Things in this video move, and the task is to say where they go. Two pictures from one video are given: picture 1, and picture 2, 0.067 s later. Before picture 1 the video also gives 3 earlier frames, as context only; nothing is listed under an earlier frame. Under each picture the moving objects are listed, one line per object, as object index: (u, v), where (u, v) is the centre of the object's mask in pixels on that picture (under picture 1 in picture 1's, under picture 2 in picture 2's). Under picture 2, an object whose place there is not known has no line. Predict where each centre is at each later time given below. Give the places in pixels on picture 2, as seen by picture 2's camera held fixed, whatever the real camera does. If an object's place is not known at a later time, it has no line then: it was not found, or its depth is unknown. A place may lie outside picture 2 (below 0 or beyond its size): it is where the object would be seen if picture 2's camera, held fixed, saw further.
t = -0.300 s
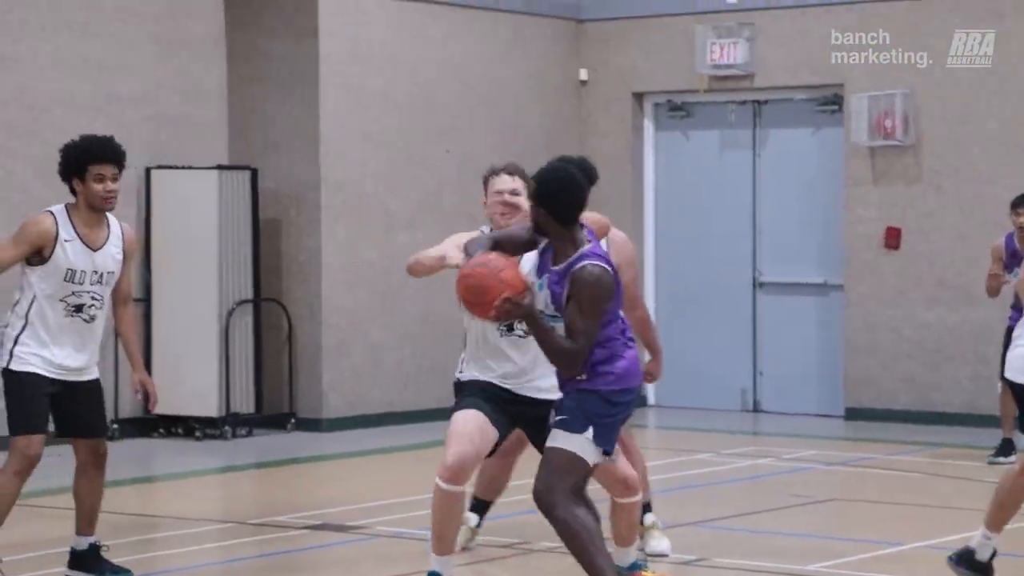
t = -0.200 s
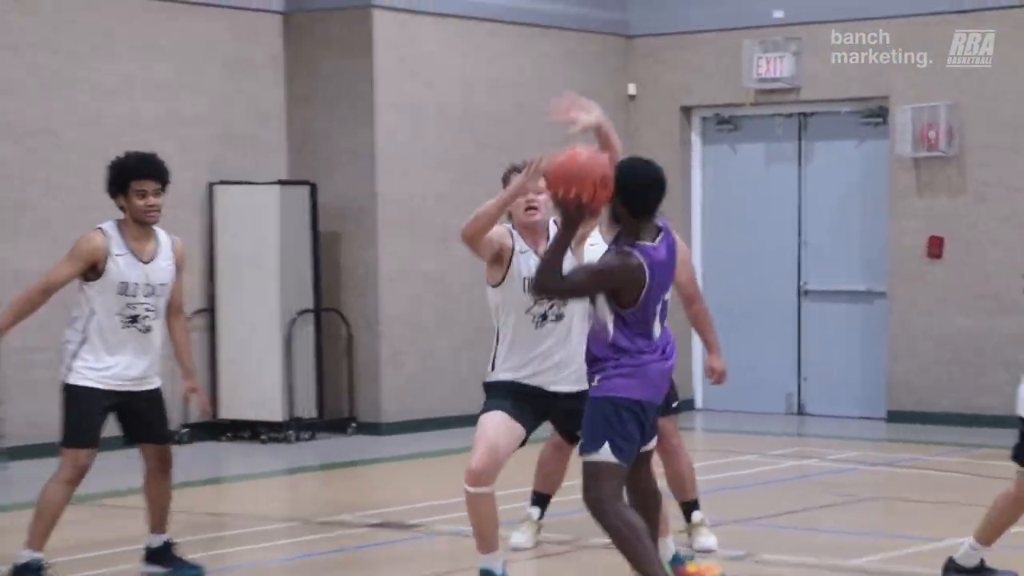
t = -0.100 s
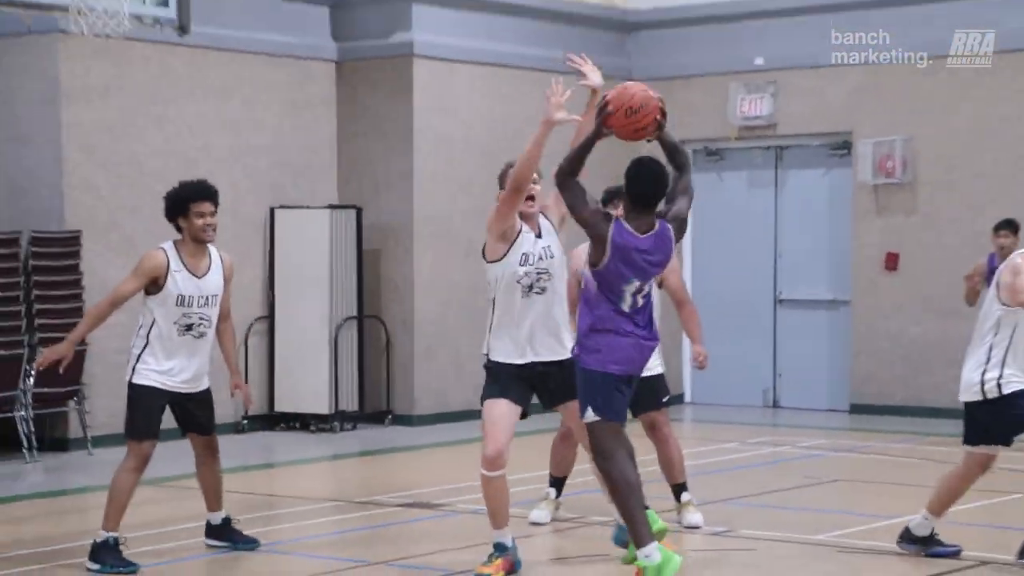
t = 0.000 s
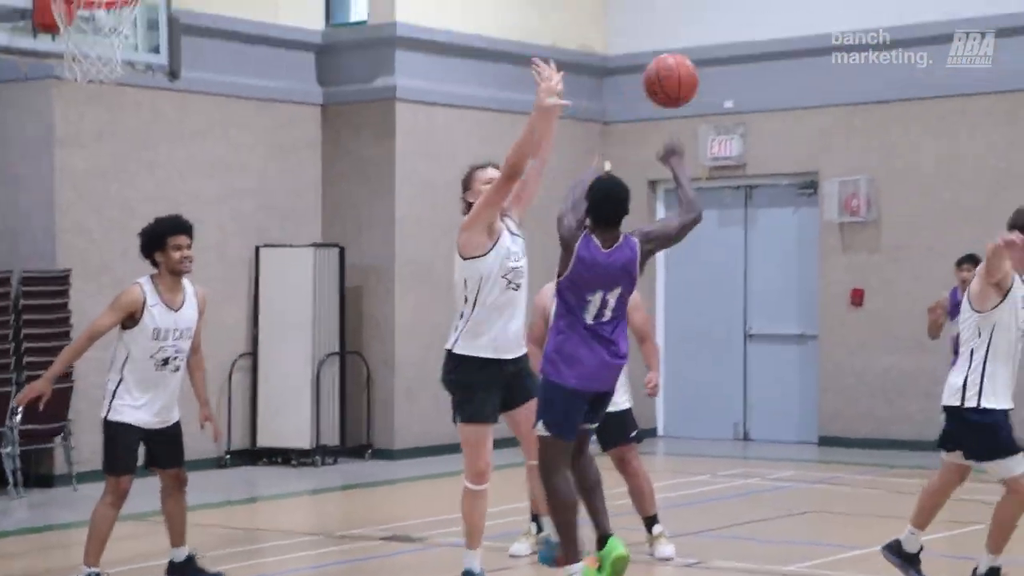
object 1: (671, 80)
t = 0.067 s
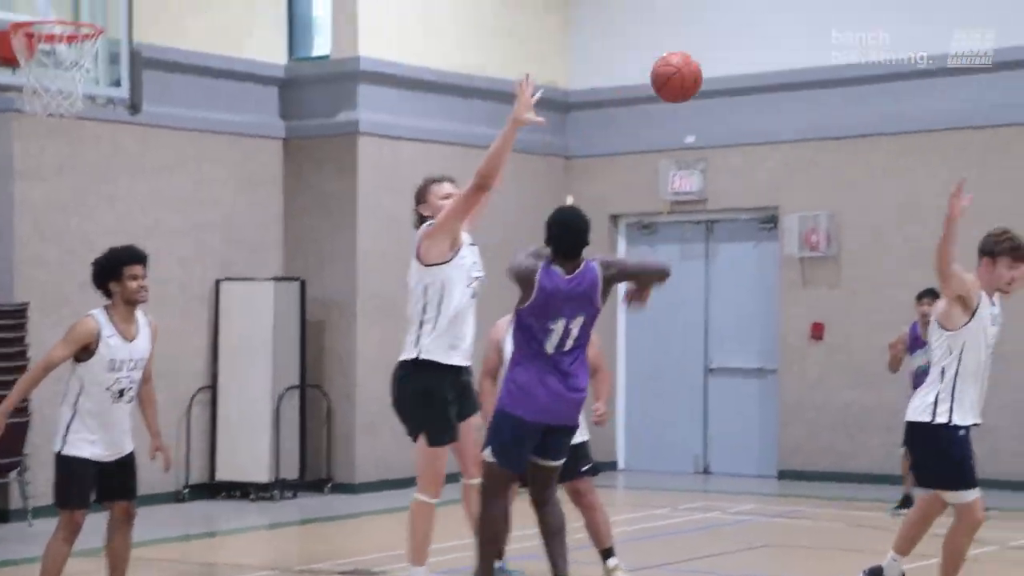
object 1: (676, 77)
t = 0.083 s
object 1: (685, 71)
